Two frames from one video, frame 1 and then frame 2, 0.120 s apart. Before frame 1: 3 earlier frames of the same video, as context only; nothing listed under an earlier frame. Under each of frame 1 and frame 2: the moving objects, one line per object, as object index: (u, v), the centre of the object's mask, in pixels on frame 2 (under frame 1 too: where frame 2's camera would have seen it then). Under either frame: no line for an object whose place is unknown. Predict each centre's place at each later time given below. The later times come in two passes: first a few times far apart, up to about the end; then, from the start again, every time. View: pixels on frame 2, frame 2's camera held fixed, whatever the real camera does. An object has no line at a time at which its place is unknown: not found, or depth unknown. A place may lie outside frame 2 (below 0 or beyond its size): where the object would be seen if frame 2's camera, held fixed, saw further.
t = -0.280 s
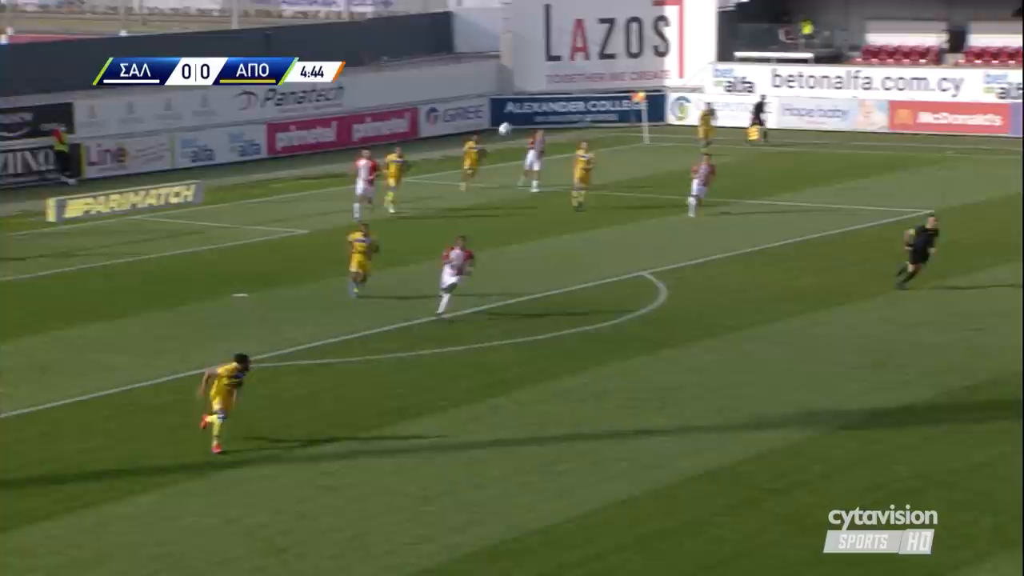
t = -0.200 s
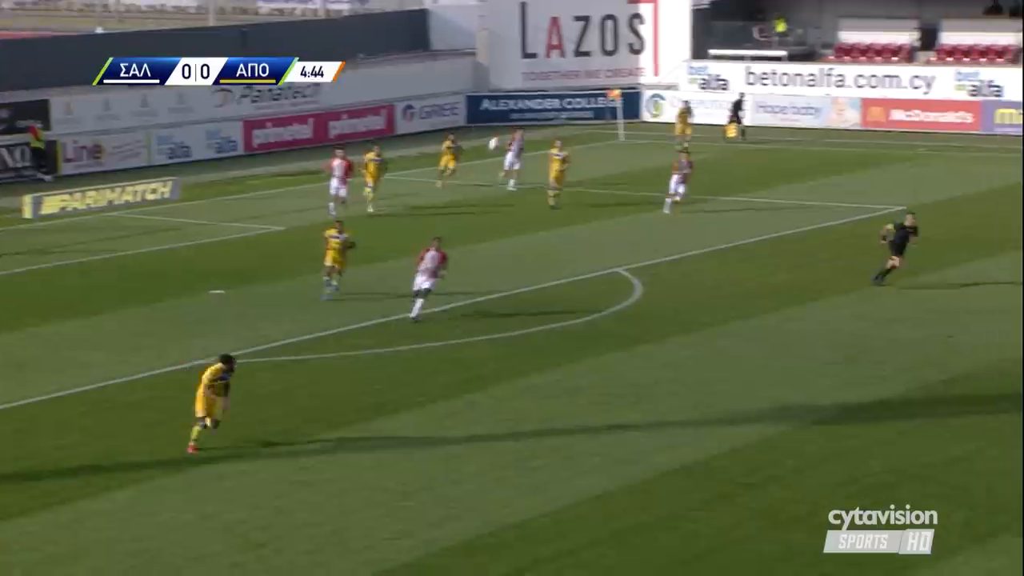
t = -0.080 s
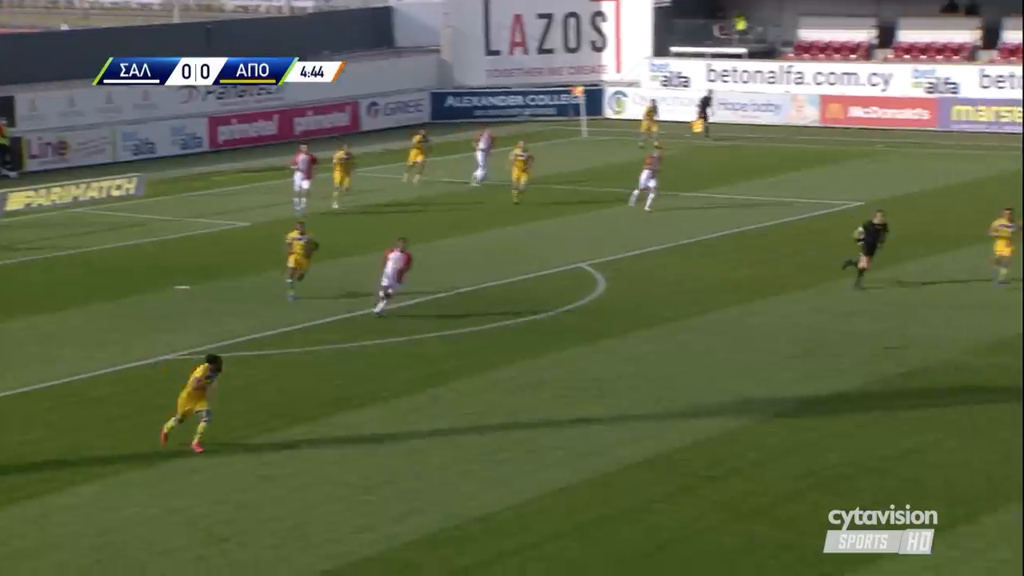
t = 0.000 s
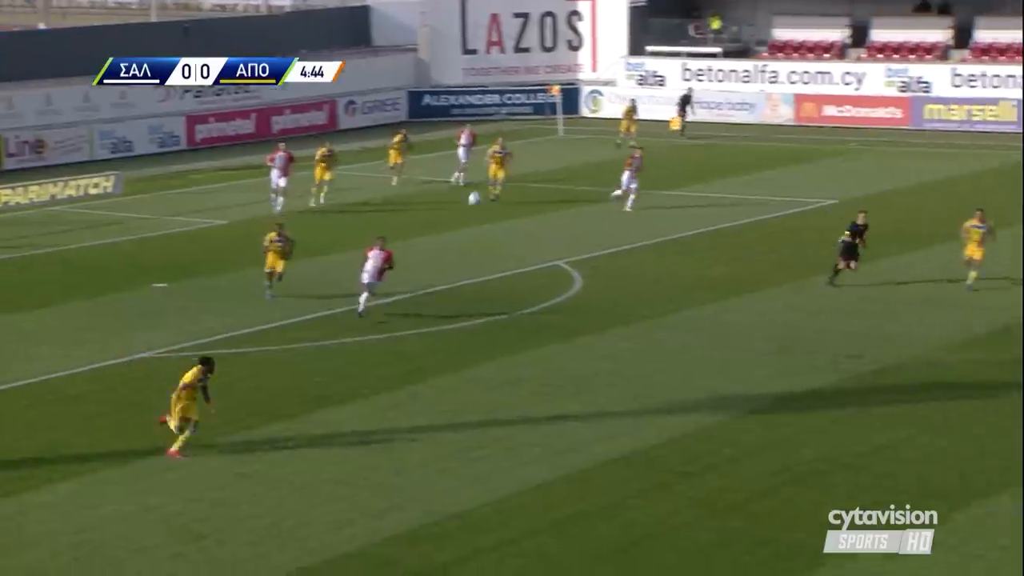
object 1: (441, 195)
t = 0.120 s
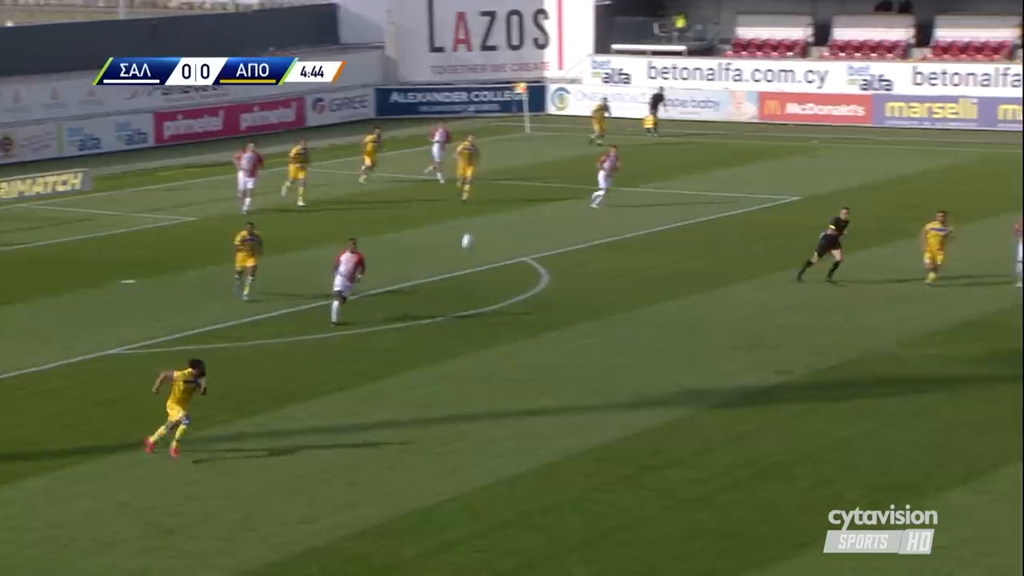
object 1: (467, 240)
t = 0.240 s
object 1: (496, 294)
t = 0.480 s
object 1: (562, 432)
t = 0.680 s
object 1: (611, 419)
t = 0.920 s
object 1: (672, 398)
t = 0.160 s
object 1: (475, 257)
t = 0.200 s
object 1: (486, 276)
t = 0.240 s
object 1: (496, 294)
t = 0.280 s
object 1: (506, 315)
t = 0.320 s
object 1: (517, 336)
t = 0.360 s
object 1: (527, 358)
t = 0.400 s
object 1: (538, 381)
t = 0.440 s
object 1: (550, 405)
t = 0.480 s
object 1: (562, 432)
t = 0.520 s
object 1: (575, 455)
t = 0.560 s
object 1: (584, 445)
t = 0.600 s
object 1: (593, 436)
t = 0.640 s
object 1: (602, 427)
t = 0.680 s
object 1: (611, 419)
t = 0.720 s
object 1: (621, 413)
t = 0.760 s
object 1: (631, 408)
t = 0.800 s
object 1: (641, 404)
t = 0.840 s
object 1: (651, 400)
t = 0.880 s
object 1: (661, 399)
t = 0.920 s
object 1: (672, 398)
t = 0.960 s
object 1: (684, 400)
